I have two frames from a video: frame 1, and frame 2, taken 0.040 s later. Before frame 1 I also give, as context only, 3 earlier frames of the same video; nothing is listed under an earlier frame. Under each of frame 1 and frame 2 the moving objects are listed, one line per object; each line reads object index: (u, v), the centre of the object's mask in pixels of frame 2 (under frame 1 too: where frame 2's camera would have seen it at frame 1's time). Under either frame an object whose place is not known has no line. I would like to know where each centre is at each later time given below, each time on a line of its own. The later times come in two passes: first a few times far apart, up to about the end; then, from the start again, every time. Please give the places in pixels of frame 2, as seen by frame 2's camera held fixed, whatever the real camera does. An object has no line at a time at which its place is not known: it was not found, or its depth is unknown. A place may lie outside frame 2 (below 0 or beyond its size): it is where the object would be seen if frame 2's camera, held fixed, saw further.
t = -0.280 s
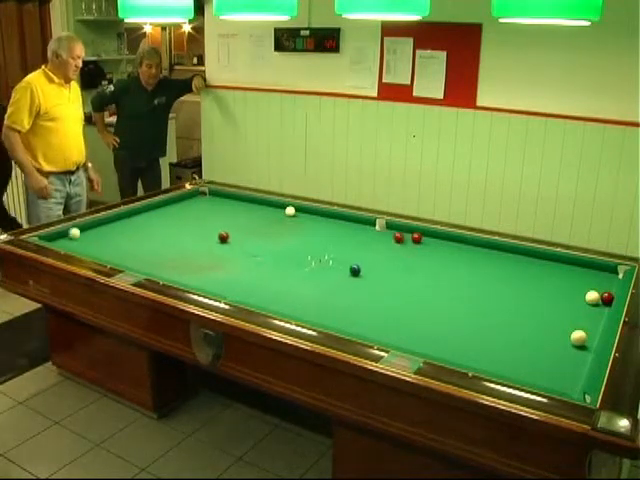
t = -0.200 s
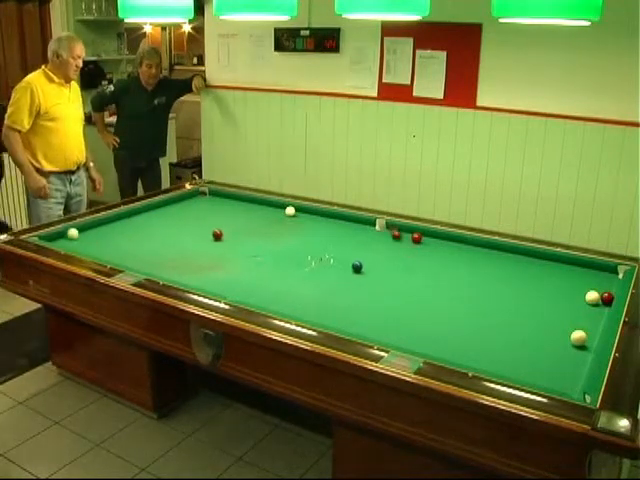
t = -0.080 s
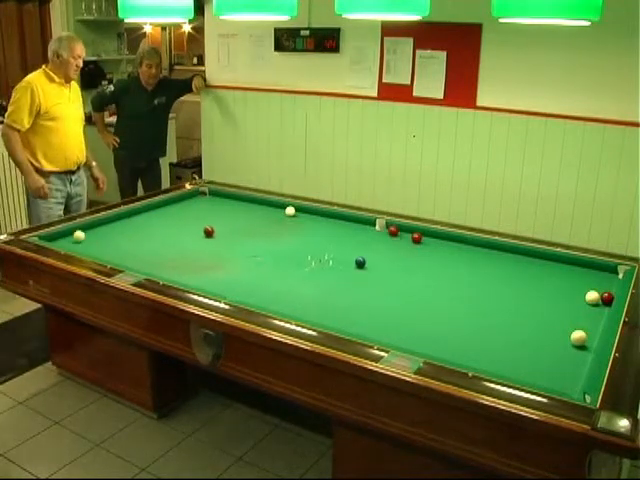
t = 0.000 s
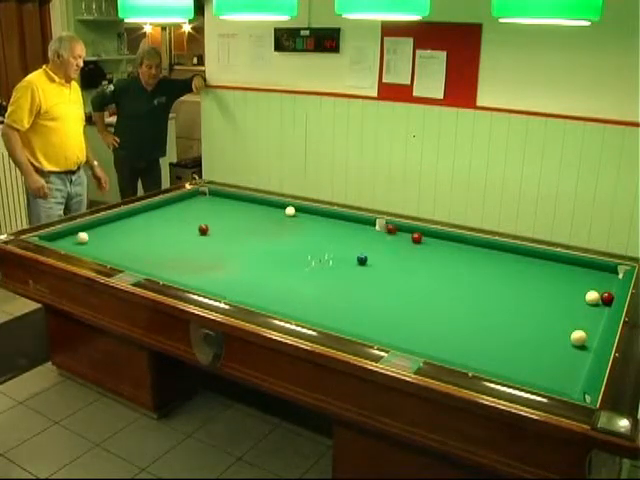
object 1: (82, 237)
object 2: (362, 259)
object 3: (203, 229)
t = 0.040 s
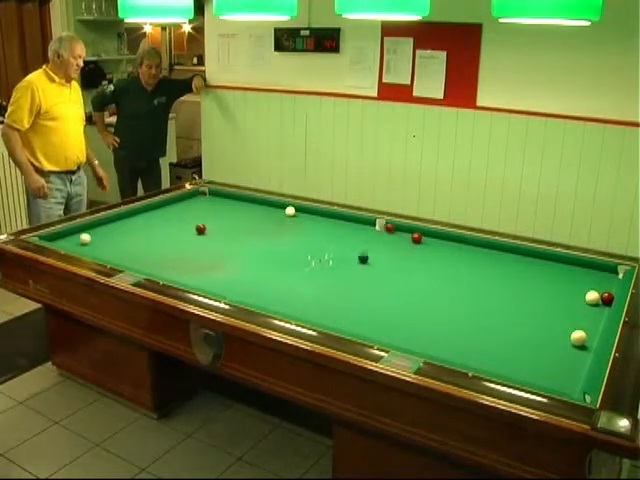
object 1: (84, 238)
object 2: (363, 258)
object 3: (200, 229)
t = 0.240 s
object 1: (94, 242)
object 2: (368, 251)
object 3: (187, 224)
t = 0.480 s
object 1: (107, 248)
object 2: (372, 244)
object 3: (173, 218)
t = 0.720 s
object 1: (119, 253)
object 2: (377, 237)
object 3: (160, 214)
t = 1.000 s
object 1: (134, 260)
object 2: (382, 229)
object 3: (150, 209)
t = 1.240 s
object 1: (149, 264)
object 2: (380, 227)
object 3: (161, 211)
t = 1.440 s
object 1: (160, 268)
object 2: (373, 228)
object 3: (170, 212)
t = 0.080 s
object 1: (86, 239)
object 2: (363, 258)
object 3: (197, 228)
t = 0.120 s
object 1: (87, 240)
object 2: (365, 256)
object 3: (195, 228)
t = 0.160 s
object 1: (90, 241)
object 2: (366, 254)
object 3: (192, 227)
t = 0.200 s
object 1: (92, 242)
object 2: (367, 252)
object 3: (190, 226)
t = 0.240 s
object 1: (94, 242)
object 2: (368, 251)
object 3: (187, 224)
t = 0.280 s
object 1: (96, 243)
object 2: (368, 249)
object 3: (185, 223)
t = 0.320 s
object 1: (98, 245)
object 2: (369, 249)
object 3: (182, 222)
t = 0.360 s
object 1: (101, 246)
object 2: (370, 247)
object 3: (180, 221)
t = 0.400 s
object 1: (103, 246)
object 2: (371, 246)
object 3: (178, 220)
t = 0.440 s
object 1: (105, 247)
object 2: (372, 245)
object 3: (175, 220)
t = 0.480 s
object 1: (107, 248)
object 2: (372, 244)
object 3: (173, 218)
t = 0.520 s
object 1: (109, 248)
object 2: (373, 243)
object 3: (170, 218)
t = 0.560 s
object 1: (111, 250)
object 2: (374, 241)
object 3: (168, 217)
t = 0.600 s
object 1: (113, 251)
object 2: (375, 240)
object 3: (166, 216)
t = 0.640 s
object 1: (114, 251)
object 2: (376, 239)
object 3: (164, 215)
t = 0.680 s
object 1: (117, 252)
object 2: (376, 238)
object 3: (162, 214)
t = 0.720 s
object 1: (119, 253)
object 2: (377, 237)
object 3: (160, 214)
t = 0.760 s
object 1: (121, 254)
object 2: (378, 236)
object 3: (157, 213)
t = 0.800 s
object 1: (123, 255)
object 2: (379, 235)
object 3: (156, 213)
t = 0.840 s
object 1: (125, 255)
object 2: (379, 234)
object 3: (153, 210)
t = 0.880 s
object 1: (129, 256)
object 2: (379, 232)
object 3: (151, 210)
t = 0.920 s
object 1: (131, 258)
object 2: (380, 232)
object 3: (150, 209)
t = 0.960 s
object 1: (133, 259)
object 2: (381, 230)
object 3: (149, 209)
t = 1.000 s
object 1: (134, 260)
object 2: (382, 229)
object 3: (150, 209)
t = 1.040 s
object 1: (137, 260)
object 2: (382, 229)
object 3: (151, 209)
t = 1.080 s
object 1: (139, 261)
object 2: (382, 229)
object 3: (152, 209)
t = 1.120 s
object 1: (141, 262)
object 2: (382, 228)
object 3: (155, 210)
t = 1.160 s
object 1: (143, 263)
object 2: (382, 228)
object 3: (156, 210)
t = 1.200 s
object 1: (146, 264)
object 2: (381, 228)
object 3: (159, 211)
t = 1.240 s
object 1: (149, 264)
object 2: (380, 227)
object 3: (161, 211)
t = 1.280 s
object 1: (150, 265)
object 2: (379, 228)
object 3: (163, 211)
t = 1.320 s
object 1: (152, 266)
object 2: (377, 228)
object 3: (165, 211)
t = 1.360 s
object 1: (155, 267)
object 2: (376, 228)
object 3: (166, 211)
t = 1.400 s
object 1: (156, 267)
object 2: (374, 228)
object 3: (168, 211)
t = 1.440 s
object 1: (160, 268)
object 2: (373, 228)
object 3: (170, 212)
